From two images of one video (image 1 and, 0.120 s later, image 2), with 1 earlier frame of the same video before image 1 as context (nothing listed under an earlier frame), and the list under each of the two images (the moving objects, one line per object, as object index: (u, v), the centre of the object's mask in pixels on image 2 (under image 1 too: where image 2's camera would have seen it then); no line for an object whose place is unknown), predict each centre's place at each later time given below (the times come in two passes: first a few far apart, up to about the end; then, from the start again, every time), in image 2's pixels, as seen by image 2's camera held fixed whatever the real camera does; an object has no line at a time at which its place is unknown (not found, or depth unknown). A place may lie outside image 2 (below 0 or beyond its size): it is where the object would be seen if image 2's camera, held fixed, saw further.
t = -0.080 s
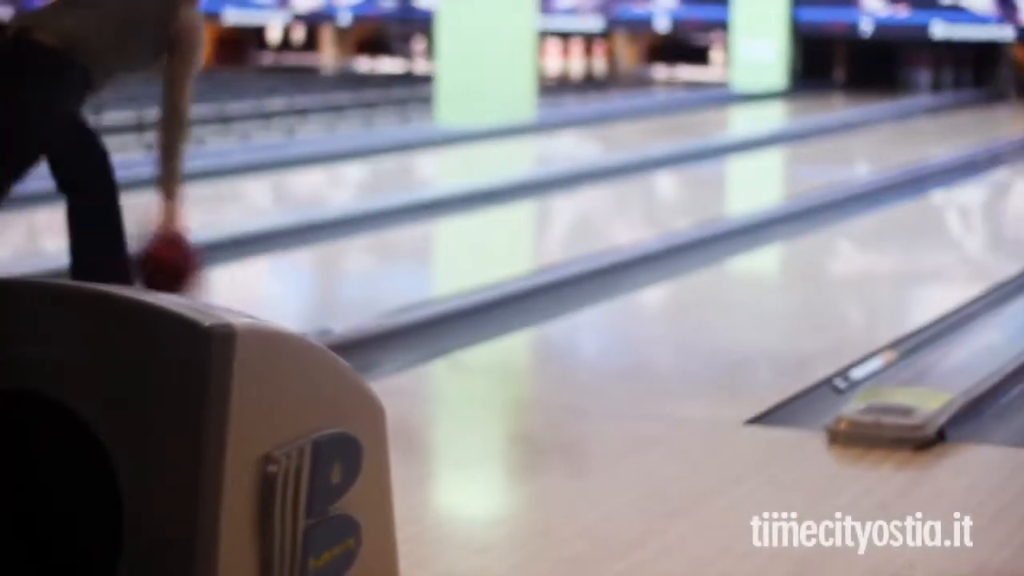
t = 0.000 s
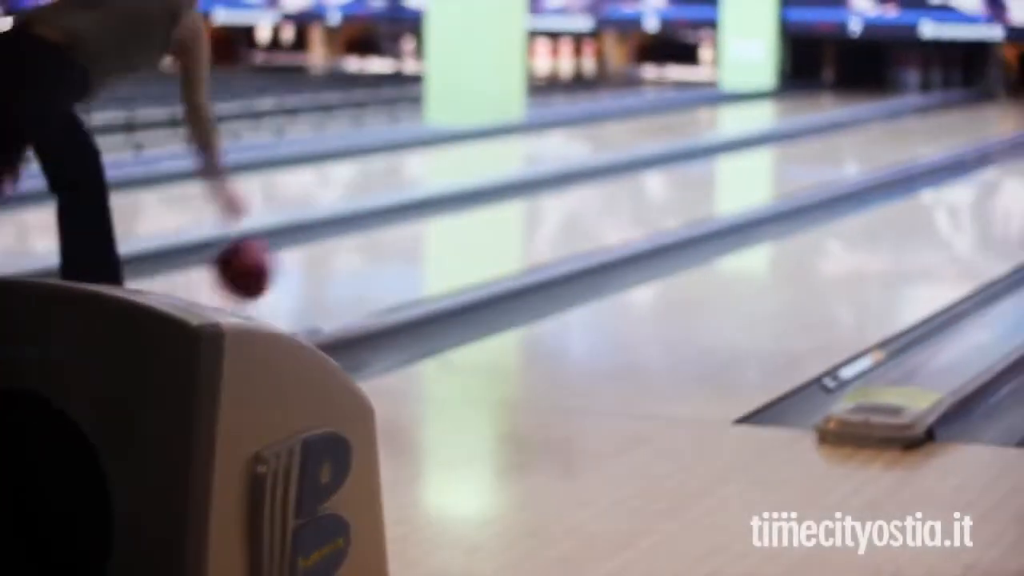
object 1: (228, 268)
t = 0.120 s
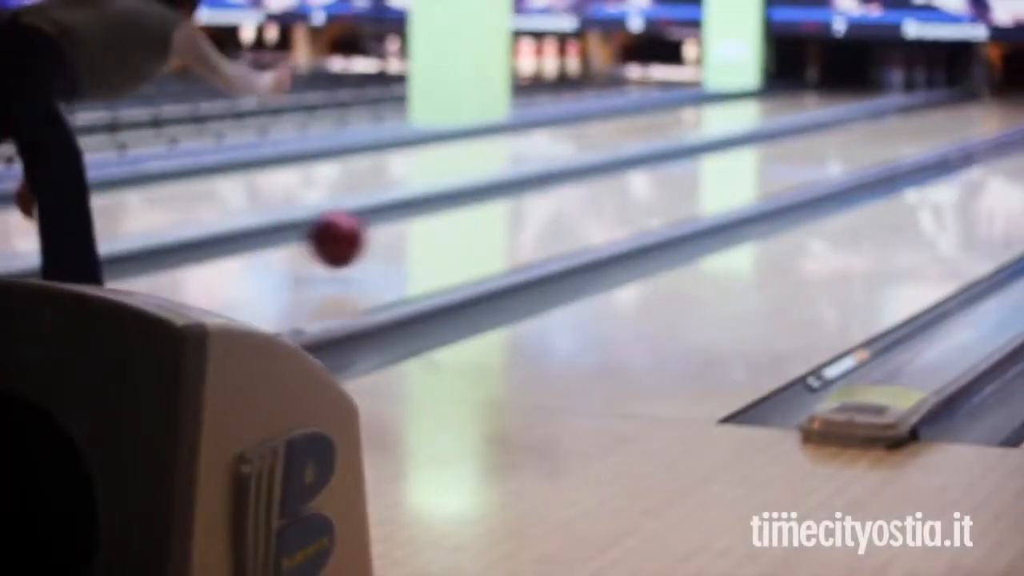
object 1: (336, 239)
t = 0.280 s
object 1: (453, 221)
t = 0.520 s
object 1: (585, 188)
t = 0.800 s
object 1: (696, 158)
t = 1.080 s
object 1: (781, 138)
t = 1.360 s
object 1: (846, 121)
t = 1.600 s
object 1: (889, 110)
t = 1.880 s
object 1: (932, 98)
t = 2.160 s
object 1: (964, 91)
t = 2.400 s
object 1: (986, 86)
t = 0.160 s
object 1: (367, 238)
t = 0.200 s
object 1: (398, 233)
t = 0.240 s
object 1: (426, 227)
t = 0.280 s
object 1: (453, 221)
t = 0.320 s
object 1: (478, 214)
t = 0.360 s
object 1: (502, 208)
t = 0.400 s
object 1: (524, 203)
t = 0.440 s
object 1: (545, 198)
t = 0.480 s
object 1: (566, 193)
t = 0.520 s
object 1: (585, 188)
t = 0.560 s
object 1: (603, 185)
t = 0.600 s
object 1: (620, 179)
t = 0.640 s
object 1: (637, 175)
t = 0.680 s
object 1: (654, 170)
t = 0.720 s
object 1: (668, 166)
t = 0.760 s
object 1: (682, 162)
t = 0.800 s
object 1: (696, 158)
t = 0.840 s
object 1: (709, 155)
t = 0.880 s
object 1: (723, 152)
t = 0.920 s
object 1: (734, 149)
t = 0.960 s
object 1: (747, 146)
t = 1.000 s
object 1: (760, 144)
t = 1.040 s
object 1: (770, 141)
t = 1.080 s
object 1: (781, 138)
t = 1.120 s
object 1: (789, 135)
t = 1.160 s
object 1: (800, 133)
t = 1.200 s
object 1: (810, 130)
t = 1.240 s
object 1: (819, 128)
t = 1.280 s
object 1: (829, 125)
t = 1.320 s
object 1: (837, 123)
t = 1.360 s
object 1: (846, 121)
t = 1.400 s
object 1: (853, 119)
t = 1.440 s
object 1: (861, 116)
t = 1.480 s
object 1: (868, 115)
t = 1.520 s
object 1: (875, 114)
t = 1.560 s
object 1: (882, 112)
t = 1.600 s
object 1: (889, 110)
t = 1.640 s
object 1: (896, 108)
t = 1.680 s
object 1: (902, 107)
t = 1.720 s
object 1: (908, 104)
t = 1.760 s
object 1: (914, 103)
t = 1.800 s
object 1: (921, 101)
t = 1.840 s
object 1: (927, 99)
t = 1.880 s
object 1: (932, 98)
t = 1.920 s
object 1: (937, 97)
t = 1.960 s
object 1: (942, 96)
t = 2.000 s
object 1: (947, 95)
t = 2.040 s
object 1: (951, 94)
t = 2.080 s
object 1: (956, 93)
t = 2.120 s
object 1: (960, 92)
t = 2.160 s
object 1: (964, 91)
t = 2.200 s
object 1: (969, 90)
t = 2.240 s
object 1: (973, 90)
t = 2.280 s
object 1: (978, 87)
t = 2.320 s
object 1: (980, 86)
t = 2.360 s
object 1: (983, 86)
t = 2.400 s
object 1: (986, 86)
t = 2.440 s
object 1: (988, 86)
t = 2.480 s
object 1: (992, 86)
